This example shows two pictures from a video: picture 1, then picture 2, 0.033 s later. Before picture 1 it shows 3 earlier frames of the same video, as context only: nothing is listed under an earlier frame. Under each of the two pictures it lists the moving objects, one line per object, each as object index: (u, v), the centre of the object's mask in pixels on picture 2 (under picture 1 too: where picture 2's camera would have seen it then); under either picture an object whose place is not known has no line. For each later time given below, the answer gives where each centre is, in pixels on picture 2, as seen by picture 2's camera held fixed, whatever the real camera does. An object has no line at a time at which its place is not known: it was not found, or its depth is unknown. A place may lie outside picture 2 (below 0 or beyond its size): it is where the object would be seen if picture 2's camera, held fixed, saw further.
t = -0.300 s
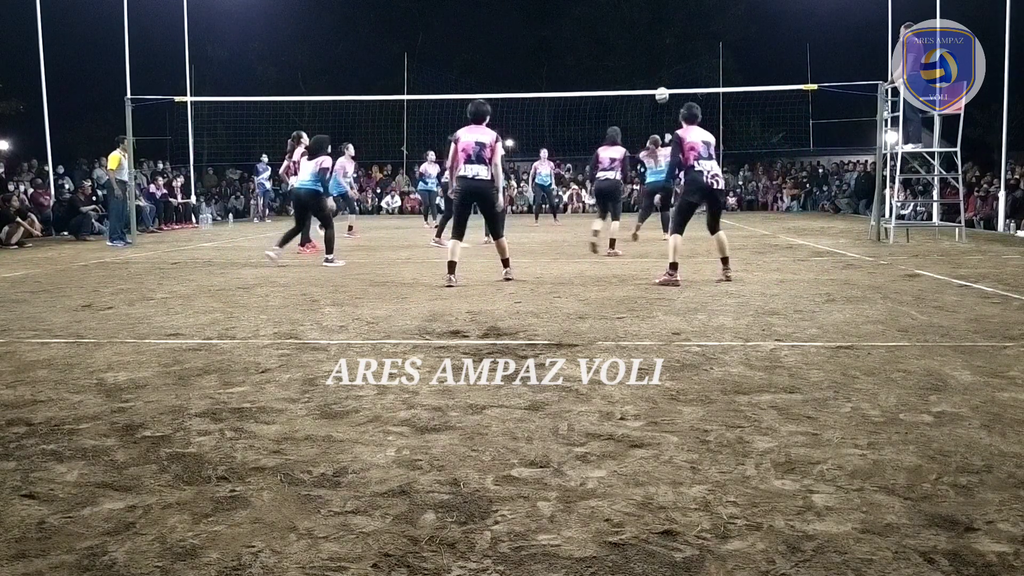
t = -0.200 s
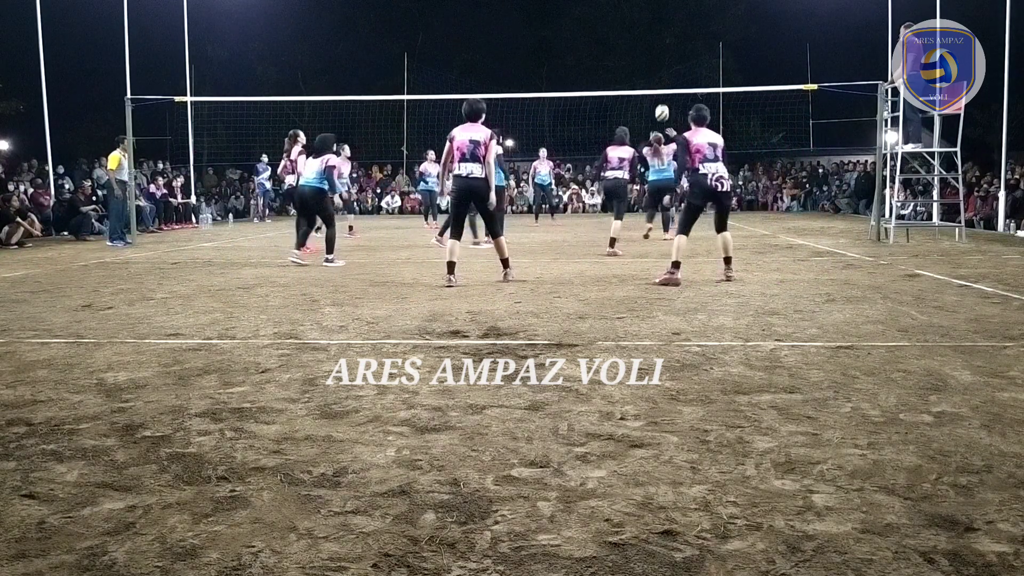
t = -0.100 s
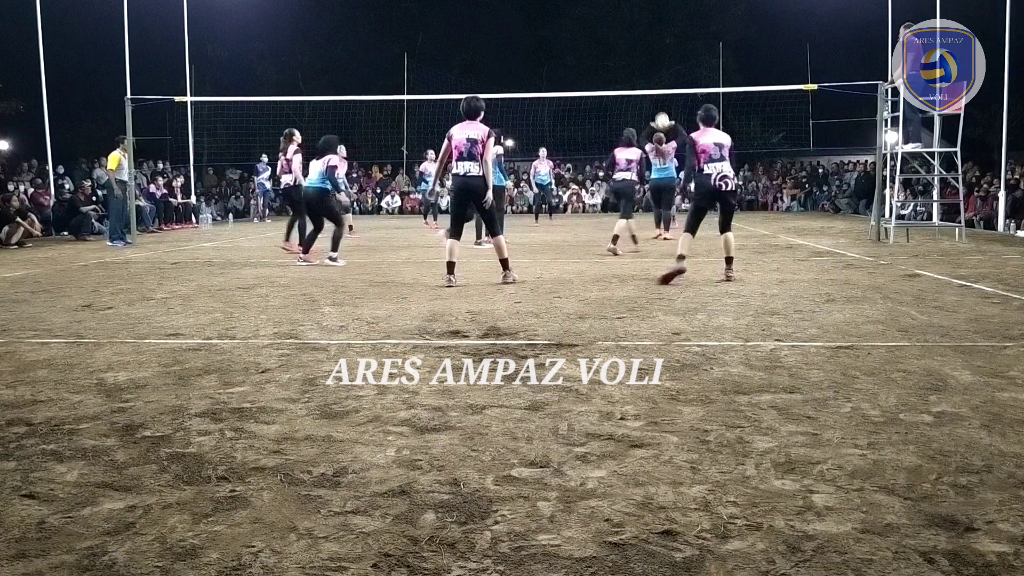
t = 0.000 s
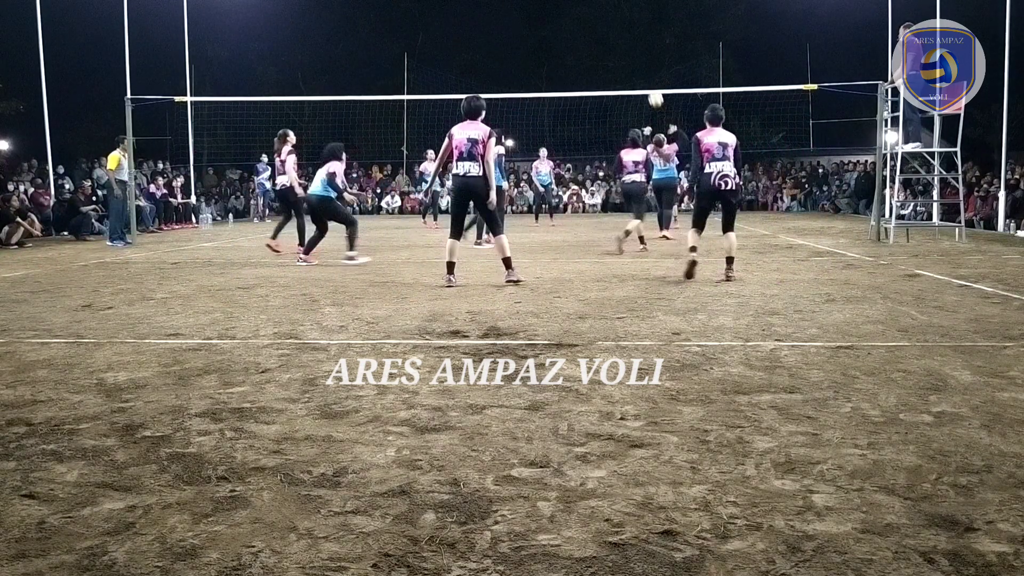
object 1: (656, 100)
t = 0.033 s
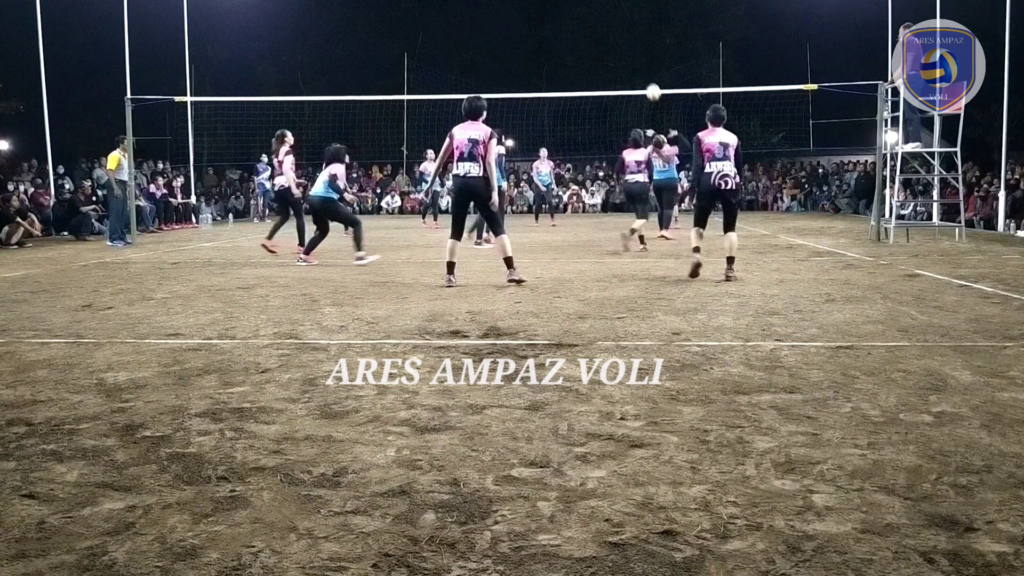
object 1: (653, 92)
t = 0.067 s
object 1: (650, 84)
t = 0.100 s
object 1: (648, 81)
